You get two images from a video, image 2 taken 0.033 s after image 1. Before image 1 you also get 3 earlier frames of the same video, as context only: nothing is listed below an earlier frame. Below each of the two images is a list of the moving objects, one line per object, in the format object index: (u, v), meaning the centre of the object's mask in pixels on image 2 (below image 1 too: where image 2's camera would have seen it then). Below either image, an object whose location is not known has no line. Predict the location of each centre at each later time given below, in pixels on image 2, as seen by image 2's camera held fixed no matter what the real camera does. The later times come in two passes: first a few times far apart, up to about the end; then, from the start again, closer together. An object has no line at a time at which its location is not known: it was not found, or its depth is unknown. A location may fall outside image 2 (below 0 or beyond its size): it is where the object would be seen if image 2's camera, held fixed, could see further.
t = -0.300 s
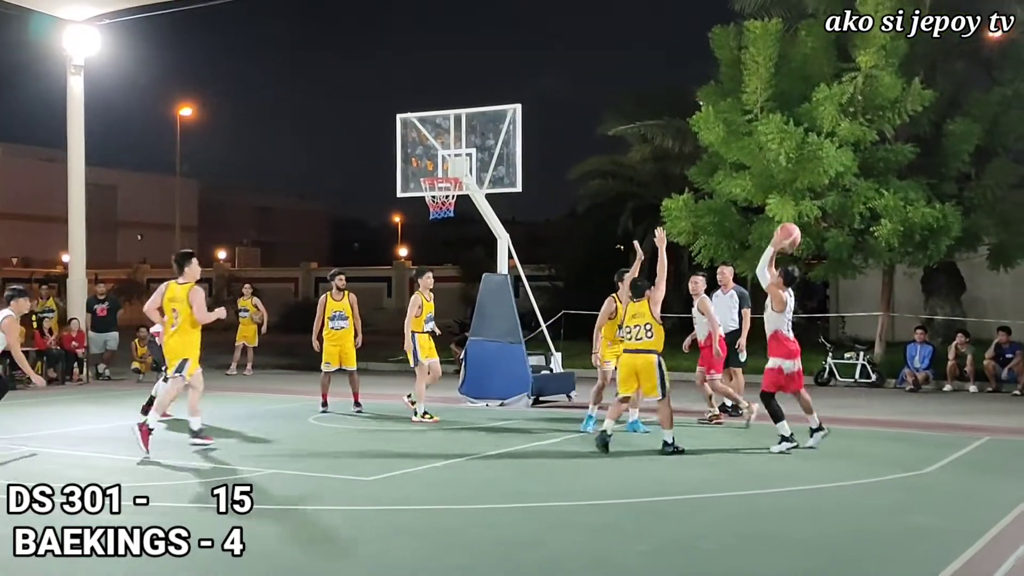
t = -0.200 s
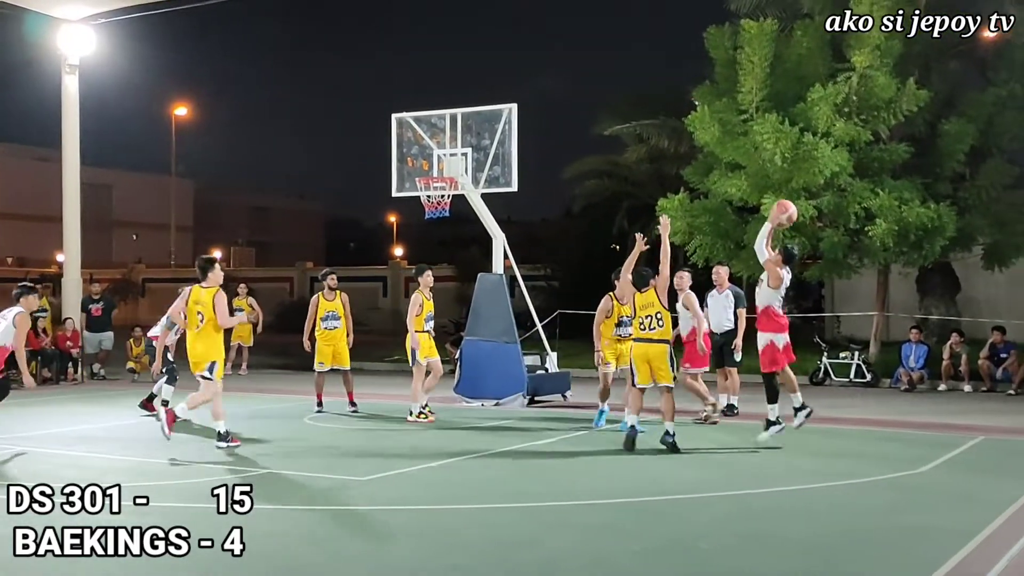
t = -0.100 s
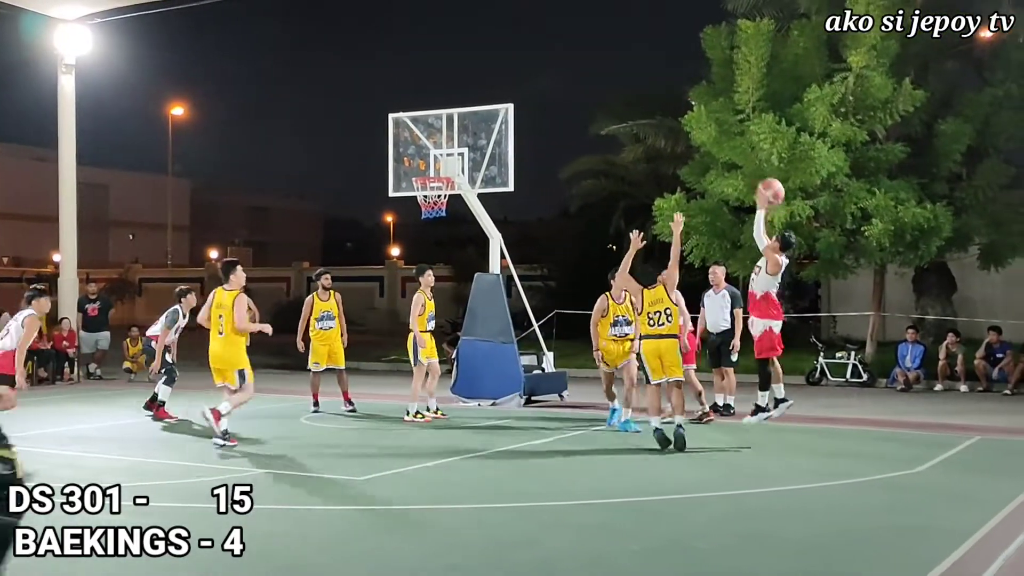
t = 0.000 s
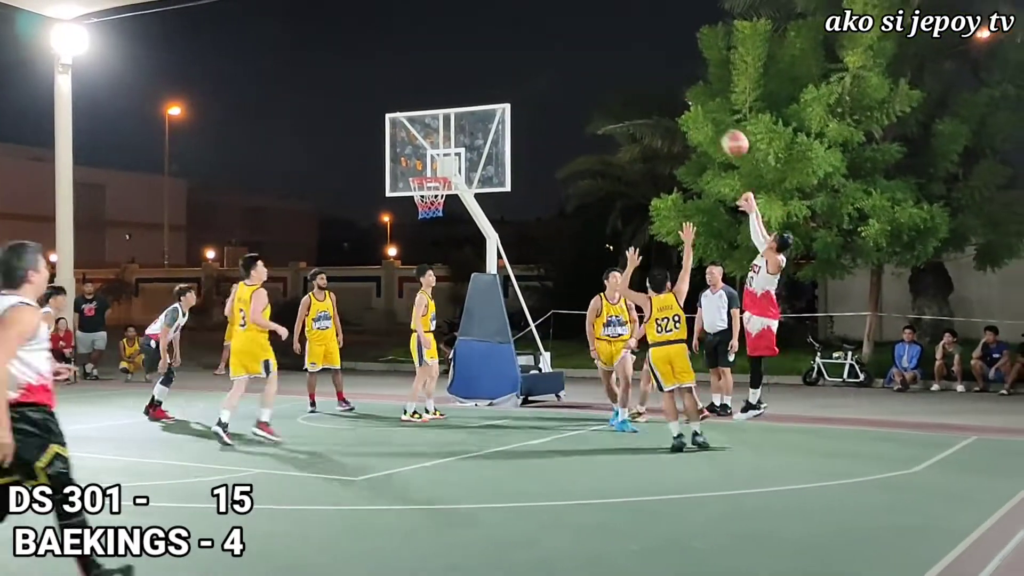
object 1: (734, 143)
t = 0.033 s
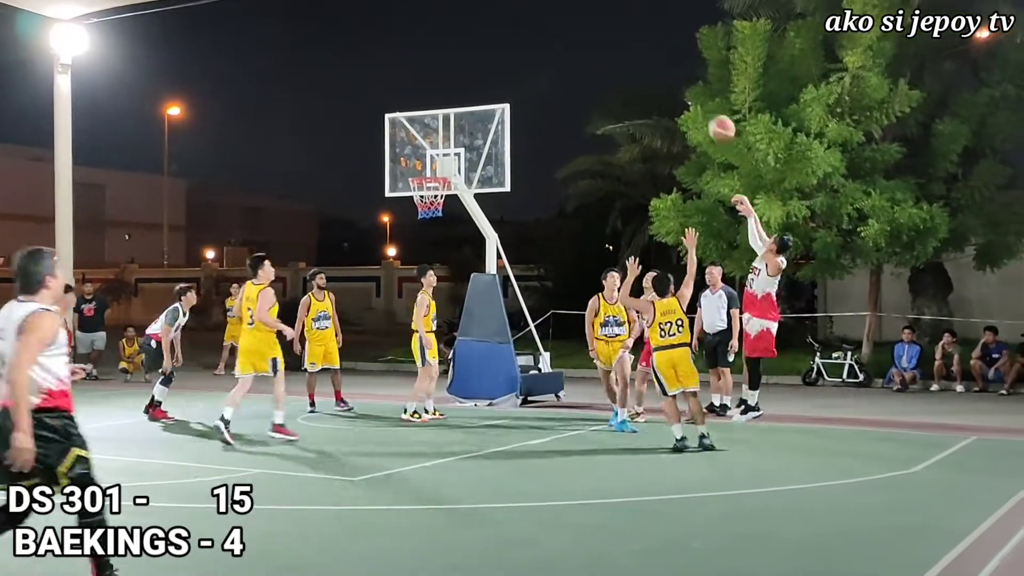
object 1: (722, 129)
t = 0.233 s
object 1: (650, 65)
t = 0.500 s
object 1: (567, 44)
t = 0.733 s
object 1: (503, 76)
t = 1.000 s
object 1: (438, 163)
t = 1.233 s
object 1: (410, 212)
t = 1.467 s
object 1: (400, 263)
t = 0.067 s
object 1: (709, 115)
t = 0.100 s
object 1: (697, 102)
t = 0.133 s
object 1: (685, 91)
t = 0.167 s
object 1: (673, 81)
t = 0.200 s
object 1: (662, 73)
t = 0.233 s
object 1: (650, 65)
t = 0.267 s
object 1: (639, 59)
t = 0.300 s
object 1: (628, 53)
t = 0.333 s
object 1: (618, 49)
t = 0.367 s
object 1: (607, 46)
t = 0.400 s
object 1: (597, 44)
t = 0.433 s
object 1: (586, 43)
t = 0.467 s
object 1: (577, 43)
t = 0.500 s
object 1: (567, 44)
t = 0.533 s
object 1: (557, 46)
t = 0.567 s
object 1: (548, 49)
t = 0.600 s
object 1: (538, 53)
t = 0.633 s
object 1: (529, 57)
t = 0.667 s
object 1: (520, 63)
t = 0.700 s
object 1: (511, 69)
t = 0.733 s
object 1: (503, 76)
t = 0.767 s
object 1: (494, 84)
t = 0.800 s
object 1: (485, 93)
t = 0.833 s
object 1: (477, 102)
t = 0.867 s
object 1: (469, 113)
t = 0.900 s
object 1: (462, 124)
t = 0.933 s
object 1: (453, 136)
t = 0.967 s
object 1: (445, 149)
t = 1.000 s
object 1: (438, 163)
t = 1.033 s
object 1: (429, 173)
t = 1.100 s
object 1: (416, 201)
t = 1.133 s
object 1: (414, 203)
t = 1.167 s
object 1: (413, 205)
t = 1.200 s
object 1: (412, 208)
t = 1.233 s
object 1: (410, 212)
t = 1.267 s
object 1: (409, 216)
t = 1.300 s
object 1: (407, 222)
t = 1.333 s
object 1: (406, 229)
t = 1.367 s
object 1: (405, 236)
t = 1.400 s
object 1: (403, 244)
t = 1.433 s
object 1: (402, 253)
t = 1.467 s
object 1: (400, 263)
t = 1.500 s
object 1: (399, 273)
